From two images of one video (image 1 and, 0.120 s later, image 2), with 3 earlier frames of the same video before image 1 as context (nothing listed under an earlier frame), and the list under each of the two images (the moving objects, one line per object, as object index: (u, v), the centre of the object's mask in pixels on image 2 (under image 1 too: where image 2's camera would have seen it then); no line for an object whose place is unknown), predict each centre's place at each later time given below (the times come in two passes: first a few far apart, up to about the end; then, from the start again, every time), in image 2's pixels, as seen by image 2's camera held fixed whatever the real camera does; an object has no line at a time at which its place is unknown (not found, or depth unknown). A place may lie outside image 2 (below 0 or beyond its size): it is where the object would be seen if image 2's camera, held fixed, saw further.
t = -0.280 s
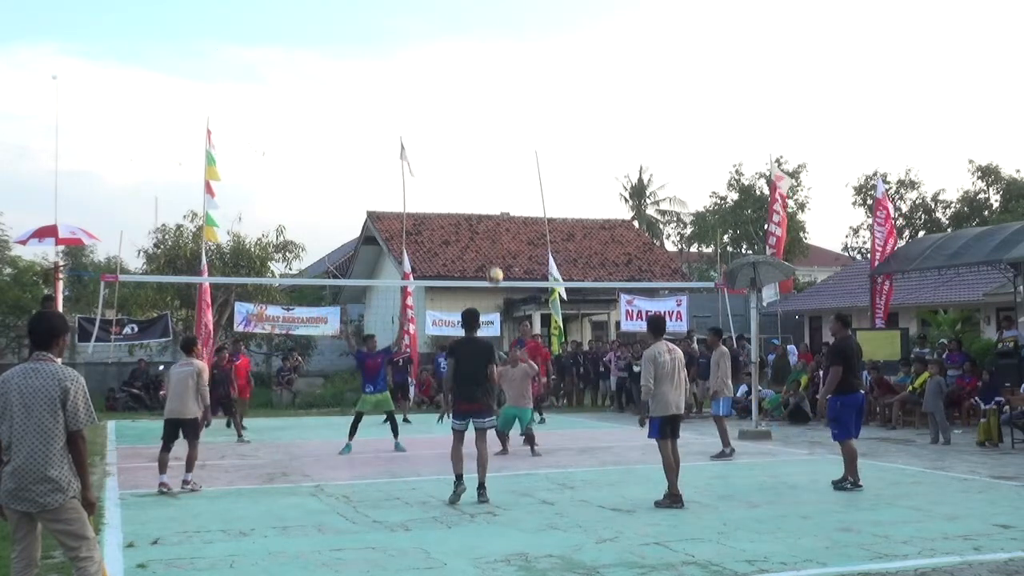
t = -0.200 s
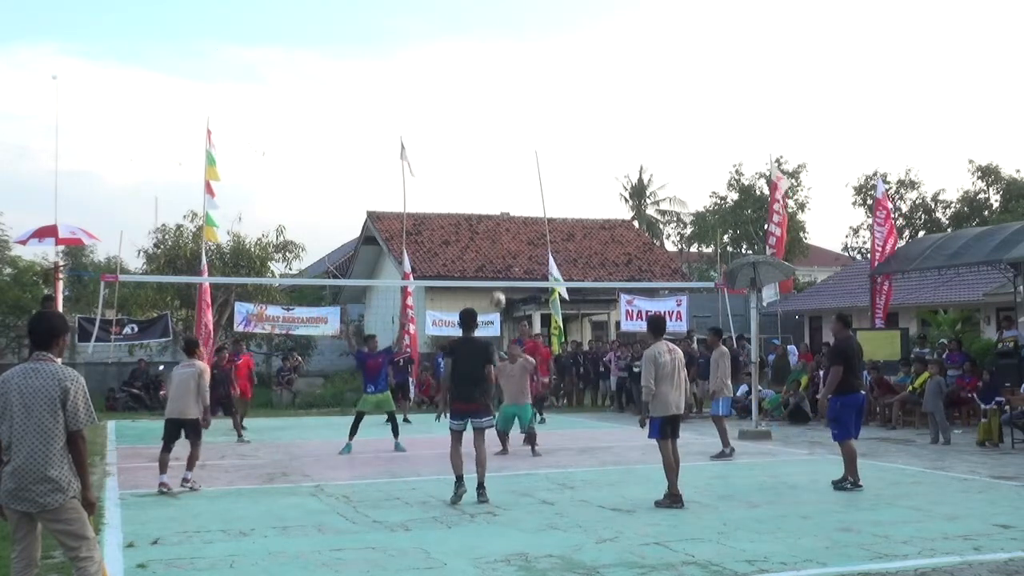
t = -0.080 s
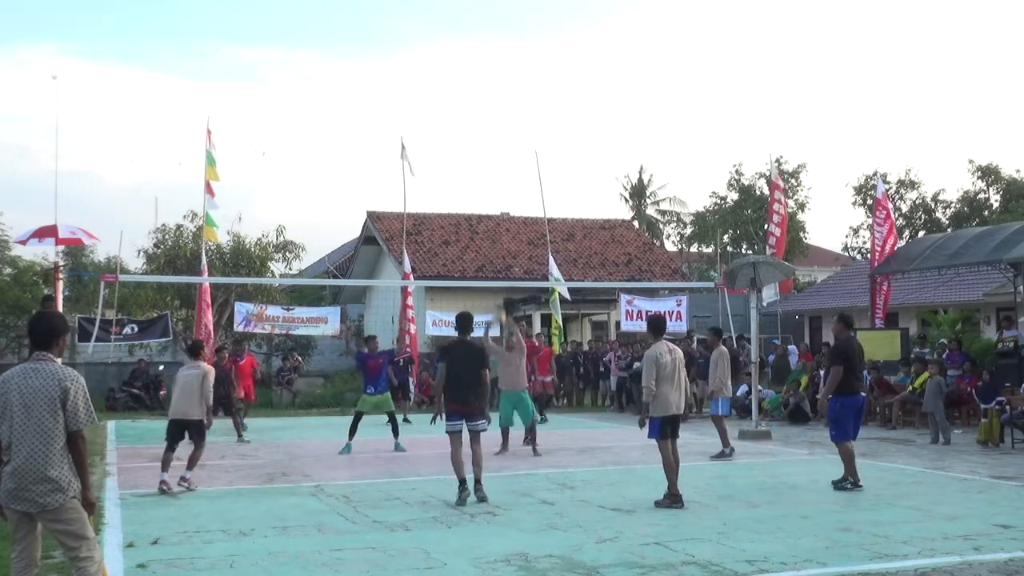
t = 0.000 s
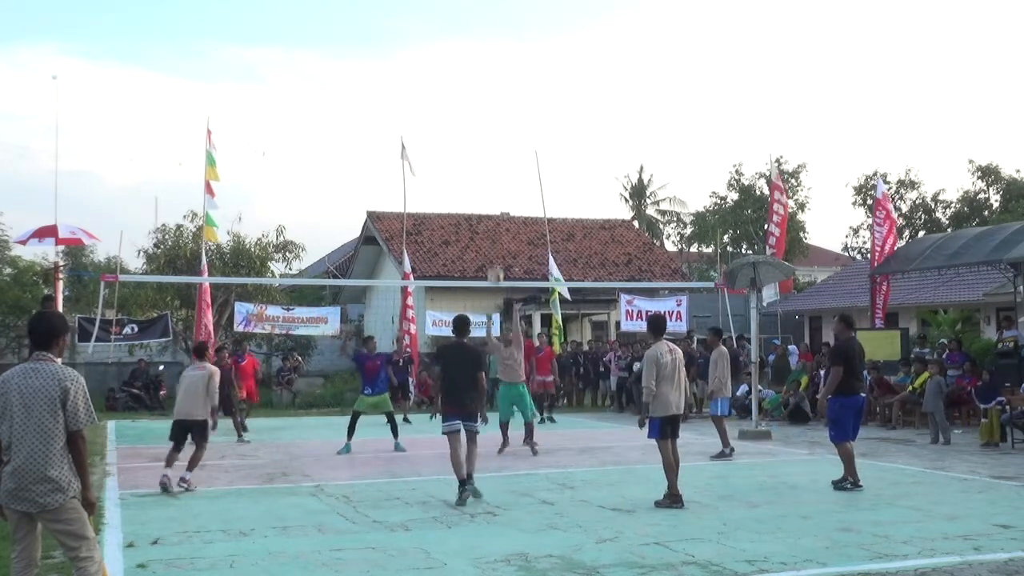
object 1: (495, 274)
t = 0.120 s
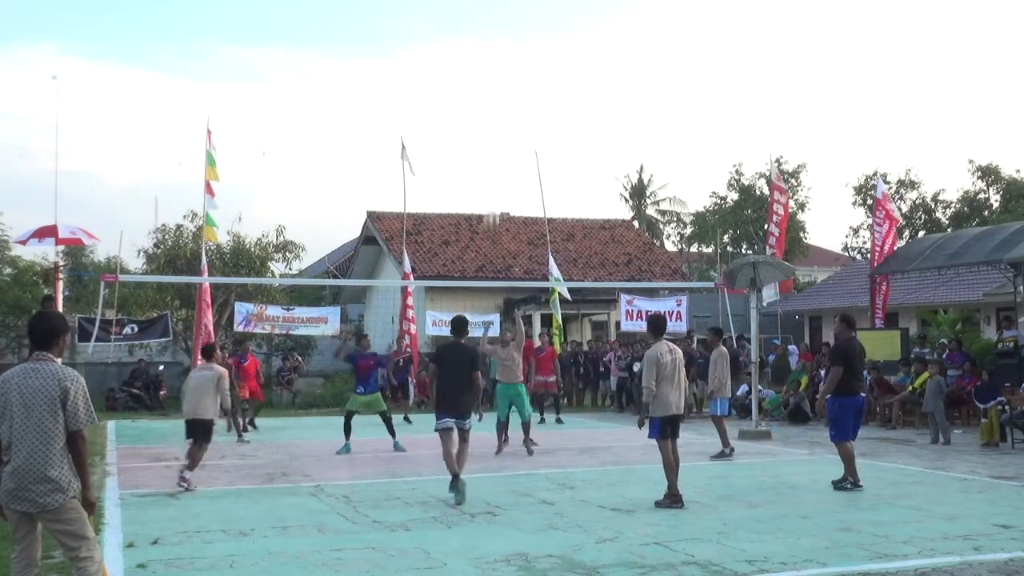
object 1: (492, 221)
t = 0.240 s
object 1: (487, 172)
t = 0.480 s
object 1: (480, 106)
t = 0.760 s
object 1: (473, 82)
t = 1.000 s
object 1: (467, 115)
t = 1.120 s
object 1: (465, 153)
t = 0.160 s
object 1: (489, 203)
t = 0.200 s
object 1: (488, 187)
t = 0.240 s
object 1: (487, 172)
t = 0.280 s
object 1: (486, 159)
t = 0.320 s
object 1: (485, 146)
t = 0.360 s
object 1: (484, 134)
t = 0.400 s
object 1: (483, 124)
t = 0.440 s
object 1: (482, 114)
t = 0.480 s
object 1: (480, 106)
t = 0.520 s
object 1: (479, 99)
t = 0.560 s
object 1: (478, 93)
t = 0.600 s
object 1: (477, 88)
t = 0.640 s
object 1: (476, 85)
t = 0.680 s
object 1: (475, 83)
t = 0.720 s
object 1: (474, 82)
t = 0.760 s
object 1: (473, 82)
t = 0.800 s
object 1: (472, 84)
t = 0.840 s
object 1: (471, 87)
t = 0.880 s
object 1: (470, 92)
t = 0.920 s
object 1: (469, 98)
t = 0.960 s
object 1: (468, 106)
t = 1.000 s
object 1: (467, 115)
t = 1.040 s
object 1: (466, 126)
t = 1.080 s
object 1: (465, 138)
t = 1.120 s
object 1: (465, 153)
